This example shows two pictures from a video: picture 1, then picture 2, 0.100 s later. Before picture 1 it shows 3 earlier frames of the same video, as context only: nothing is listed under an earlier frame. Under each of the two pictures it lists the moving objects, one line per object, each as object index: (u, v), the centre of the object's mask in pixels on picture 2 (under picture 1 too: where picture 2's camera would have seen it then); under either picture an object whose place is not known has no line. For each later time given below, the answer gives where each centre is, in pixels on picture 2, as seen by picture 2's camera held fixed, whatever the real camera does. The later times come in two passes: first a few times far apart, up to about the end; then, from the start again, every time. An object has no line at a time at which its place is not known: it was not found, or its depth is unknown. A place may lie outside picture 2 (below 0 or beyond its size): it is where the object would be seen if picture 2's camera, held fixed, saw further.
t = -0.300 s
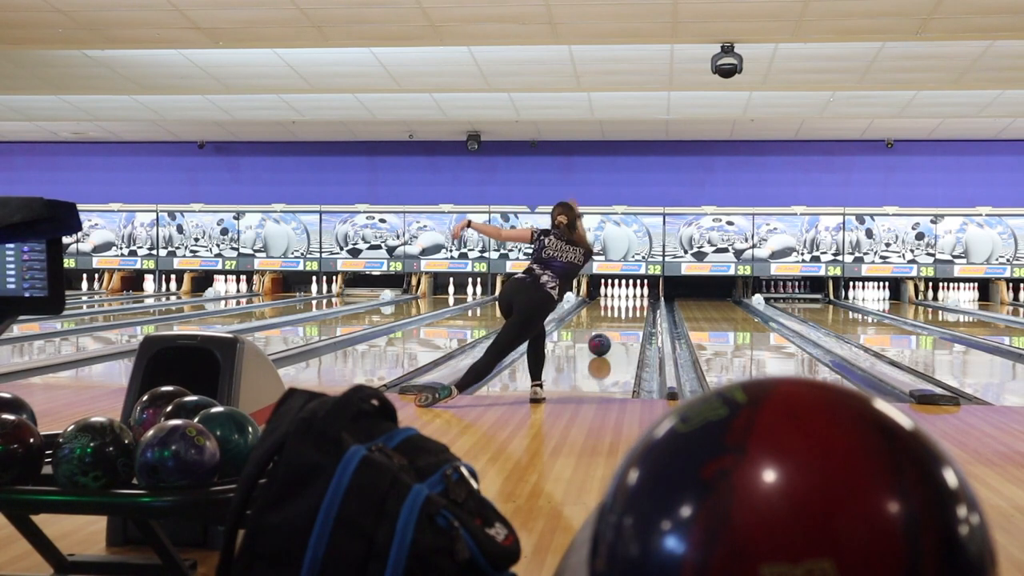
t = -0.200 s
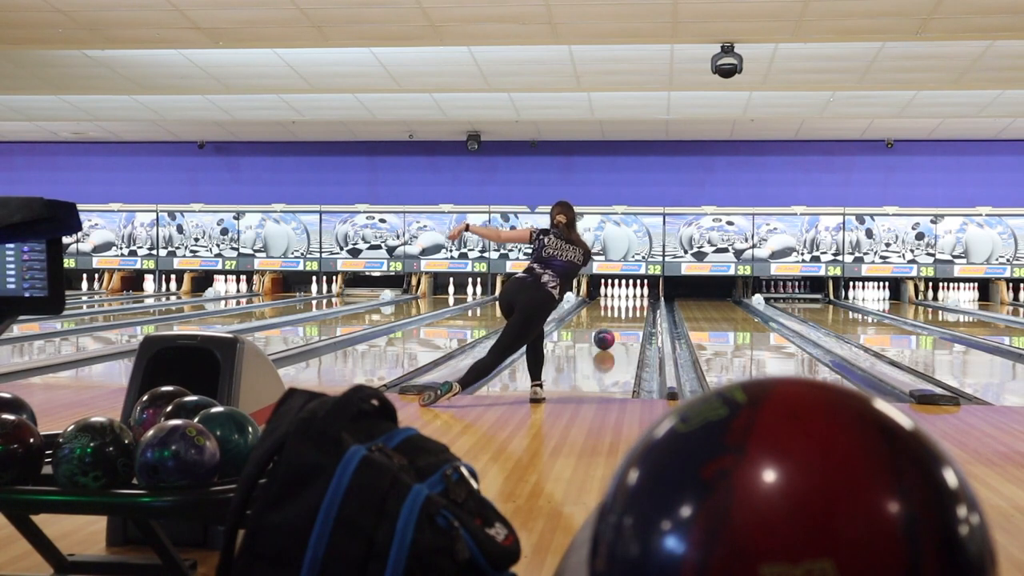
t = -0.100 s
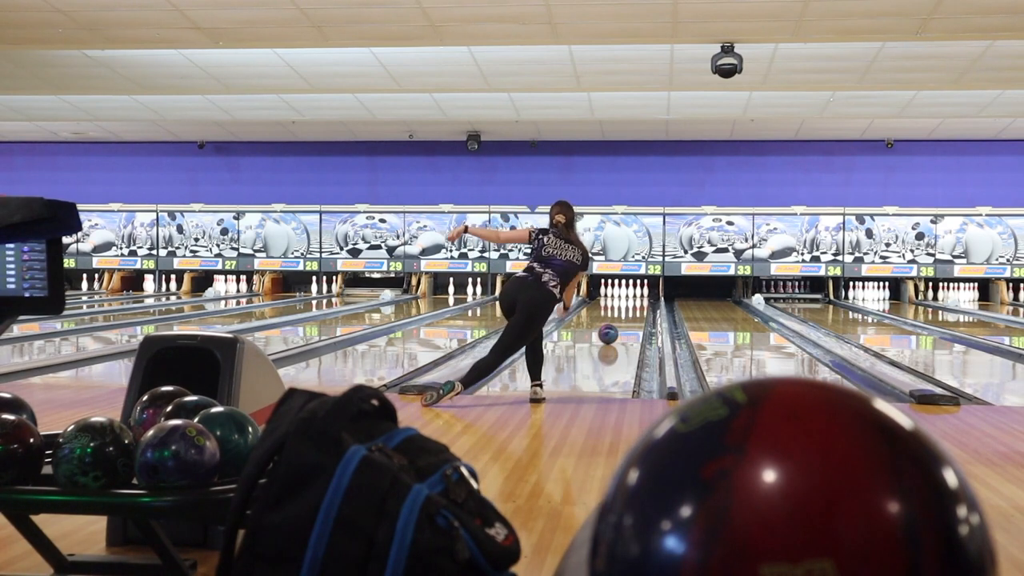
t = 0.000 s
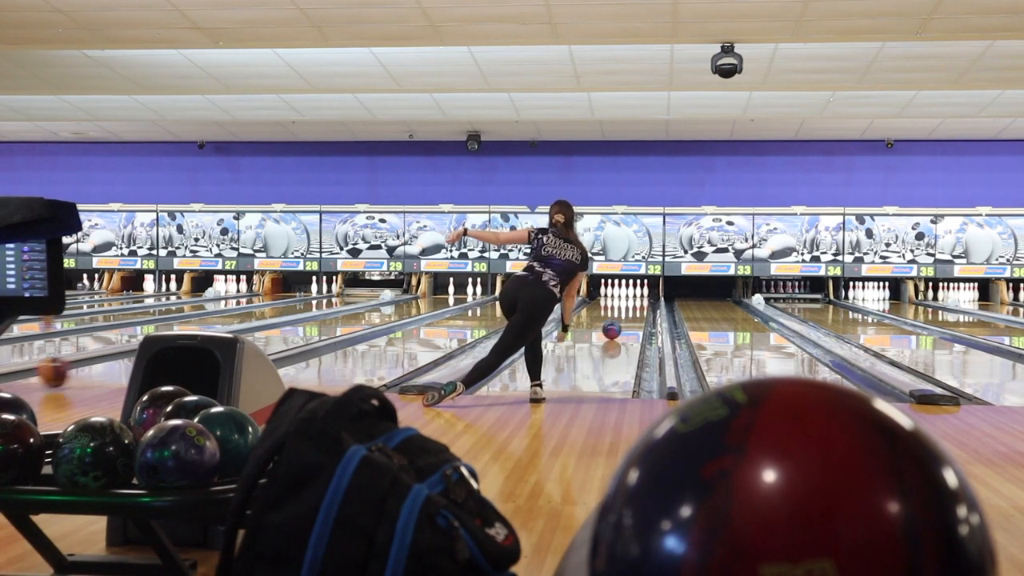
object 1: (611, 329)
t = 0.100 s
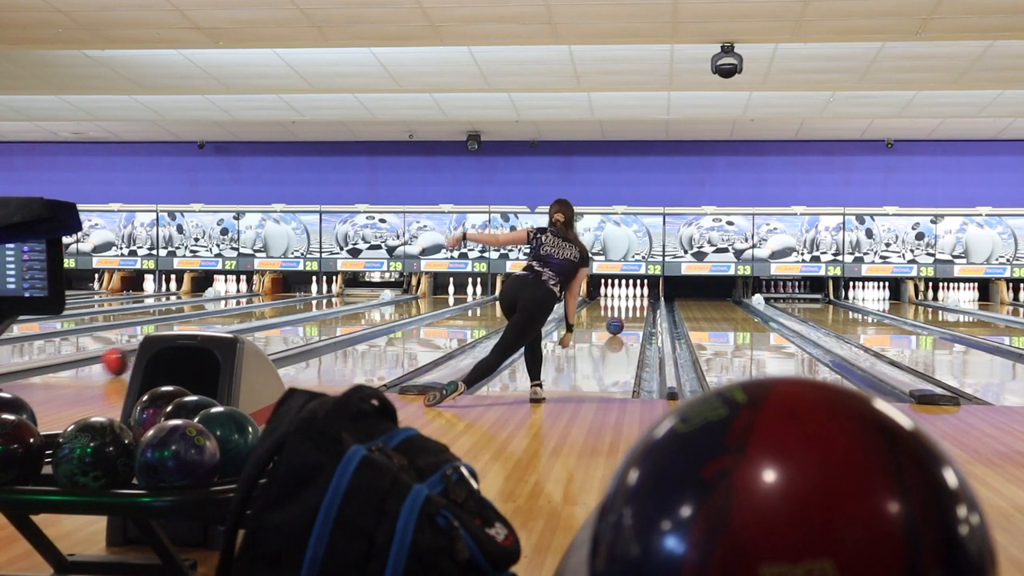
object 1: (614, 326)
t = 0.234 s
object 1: (618, 321)
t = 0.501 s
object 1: (624, 313)
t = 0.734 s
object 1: (627, 309)
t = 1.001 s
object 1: (630, 304)
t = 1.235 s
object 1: (631, 300)
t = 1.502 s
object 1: (629, 296)
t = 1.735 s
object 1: (625, 293)
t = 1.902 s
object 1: (623, 292)
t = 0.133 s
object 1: (616, 325)
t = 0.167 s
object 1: (617, 323)
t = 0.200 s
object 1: (617, 322)
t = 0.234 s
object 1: (618, 321)
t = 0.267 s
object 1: (619, 320)
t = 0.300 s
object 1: (620, 319)
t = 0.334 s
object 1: (621, 319)
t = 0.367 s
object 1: (621, 317)
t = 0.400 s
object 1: (622, 316)
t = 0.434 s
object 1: (623, 315)
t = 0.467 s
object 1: (623, 314)
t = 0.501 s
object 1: (624, 313)
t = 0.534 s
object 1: (625, 313)
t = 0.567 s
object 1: (625, 312)
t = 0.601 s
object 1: (625, 312)
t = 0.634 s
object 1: (626, 311)
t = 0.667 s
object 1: (626, 310)
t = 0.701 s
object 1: (627, 309)
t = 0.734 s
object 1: (627, 309)
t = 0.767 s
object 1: (628, 308)
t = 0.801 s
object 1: (628, 307)
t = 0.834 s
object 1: (628, 307)
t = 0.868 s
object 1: (629, 306)
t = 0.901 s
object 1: (629, 305)
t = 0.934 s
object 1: (629, 305)
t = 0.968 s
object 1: (629, 304)
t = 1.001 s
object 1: (630, 304)
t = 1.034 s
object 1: (630, 303)
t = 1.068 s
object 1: (630, 302)
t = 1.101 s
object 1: (630, 302)
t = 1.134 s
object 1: (630, 301)
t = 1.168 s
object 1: (631, 301)
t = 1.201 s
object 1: (631, 300)
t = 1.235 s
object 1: (631, 300)
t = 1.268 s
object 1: (631, 299)
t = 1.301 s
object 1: (630, 299)
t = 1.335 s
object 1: (630, 299)
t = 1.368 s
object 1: (630, 298)
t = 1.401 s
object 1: (630, 297)
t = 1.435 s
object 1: (630, 297)
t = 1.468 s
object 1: (630, 297)
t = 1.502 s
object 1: (629, 296)
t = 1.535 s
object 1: (629, 296)
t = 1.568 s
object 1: (629, 295)
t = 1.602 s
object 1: (628, 295)
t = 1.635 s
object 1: (627, 294)
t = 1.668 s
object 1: (626, 294)
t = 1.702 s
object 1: (626, 294)
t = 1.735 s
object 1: (625, 293)
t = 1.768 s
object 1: (625, 293)
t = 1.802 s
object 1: (624, 293)
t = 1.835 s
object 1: (624, 293)
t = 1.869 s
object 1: (624, 293)
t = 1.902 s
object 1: (623, 292)
